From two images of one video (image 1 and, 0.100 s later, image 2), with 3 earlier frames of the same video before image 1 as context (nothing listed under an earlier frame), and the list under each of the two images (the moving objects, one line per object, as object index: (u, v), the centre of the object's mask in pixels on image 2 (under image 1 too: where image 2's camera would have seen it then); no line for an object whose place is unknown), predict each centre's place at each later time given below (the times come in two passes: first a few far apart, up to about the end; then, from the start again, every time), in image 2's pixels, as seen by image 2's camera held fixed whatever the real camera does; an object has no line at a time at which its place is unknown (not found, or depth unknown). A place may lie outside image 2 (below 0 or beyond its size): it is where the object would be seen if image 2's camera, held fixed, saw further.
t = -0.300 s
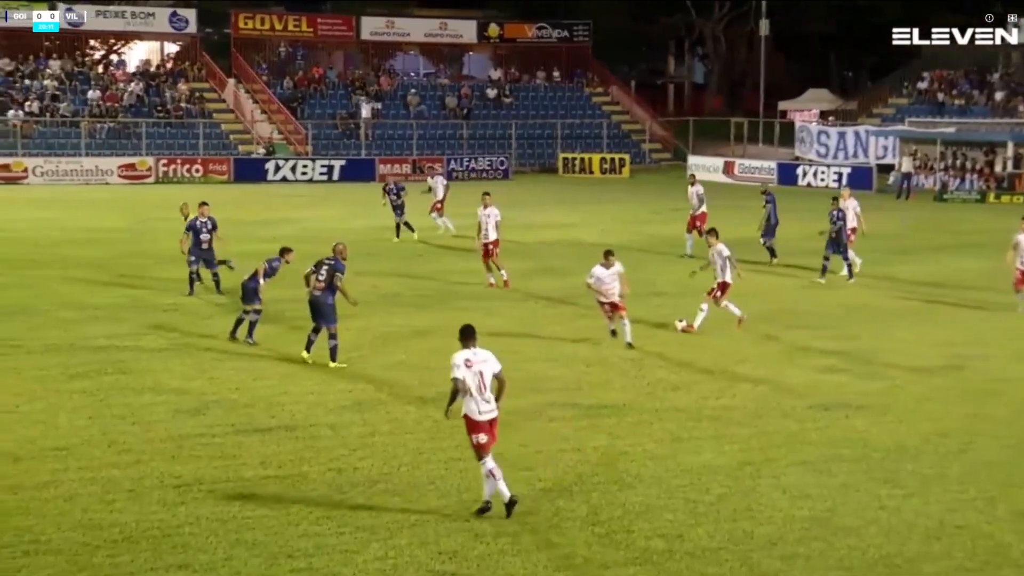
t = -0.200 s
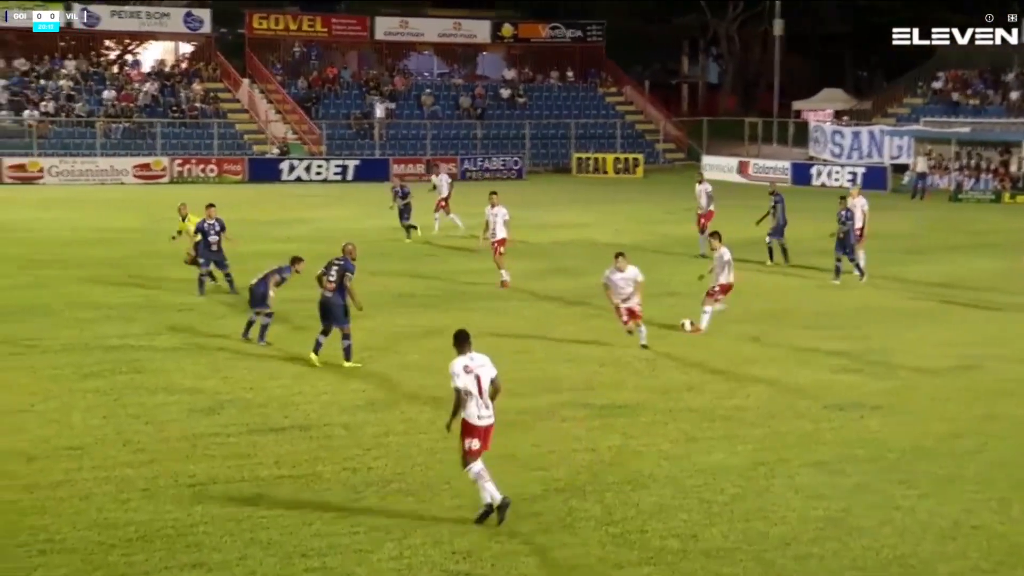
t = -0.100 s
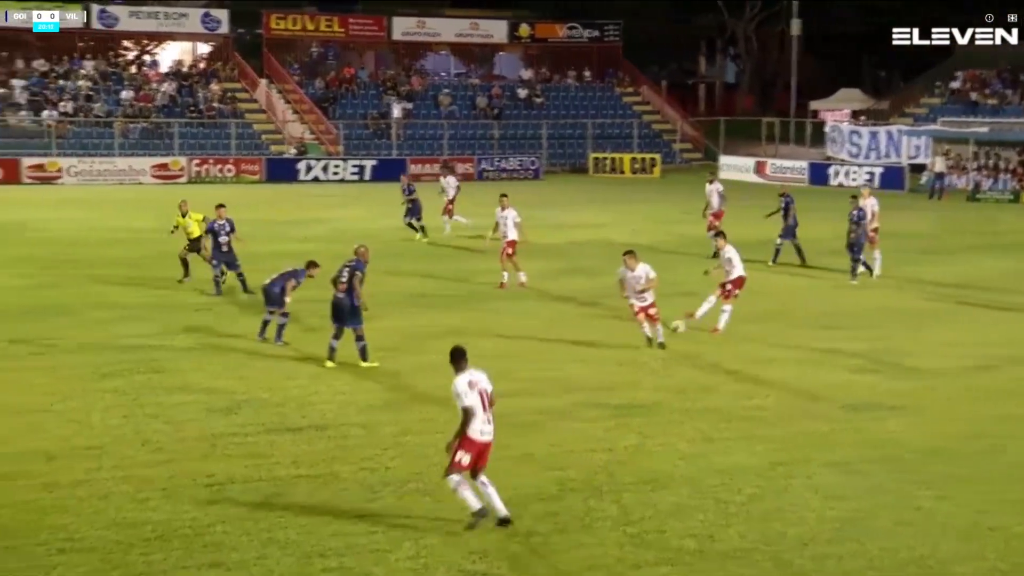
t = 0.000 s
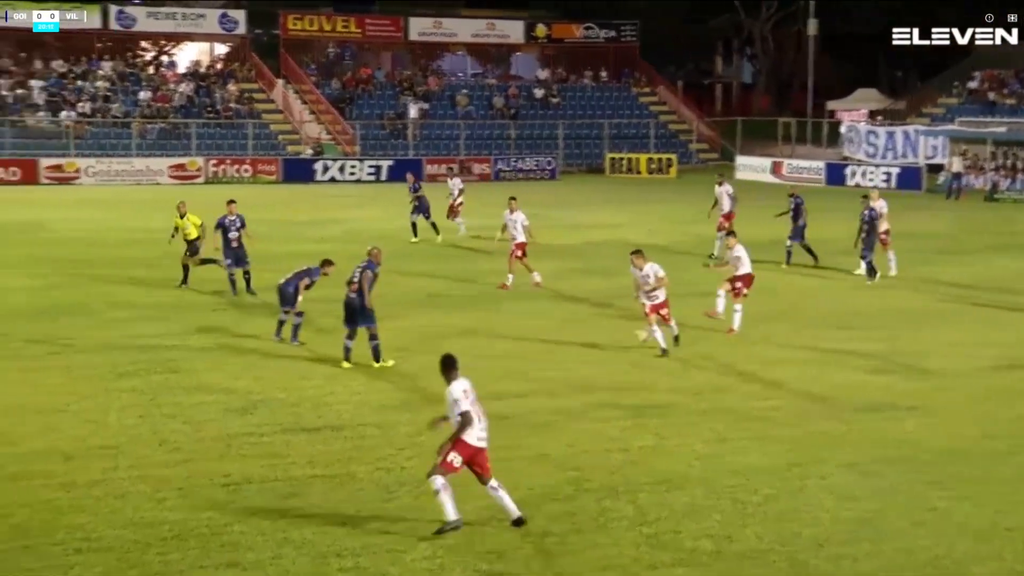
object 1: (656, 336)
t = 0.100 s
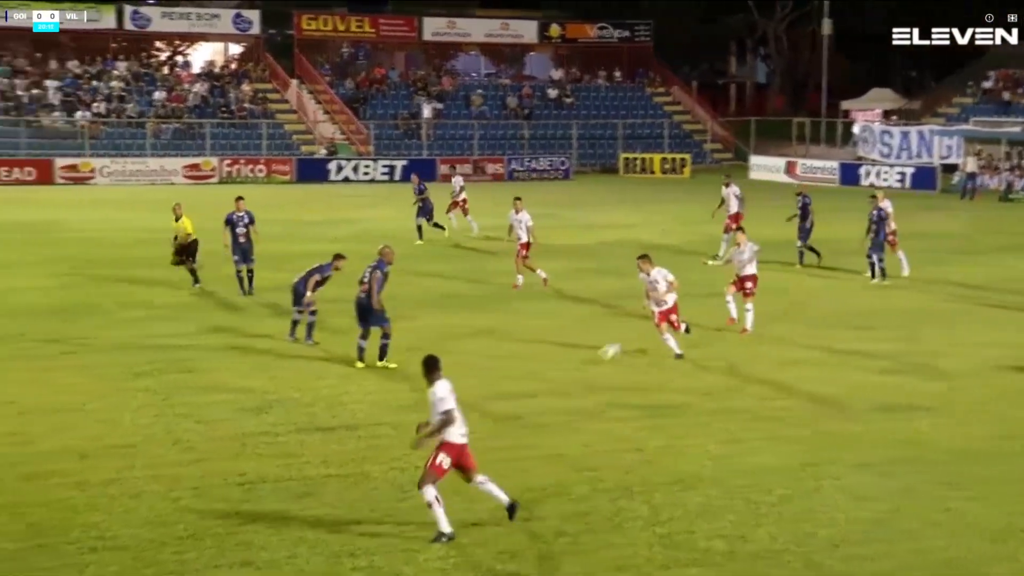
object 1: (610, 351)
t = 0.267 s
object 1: (532, 372)
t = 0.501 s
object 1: (414, 419)
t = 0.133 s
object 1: (595, 358)
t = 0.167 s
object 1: (577, 367)
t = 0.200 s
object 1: (562, 370)
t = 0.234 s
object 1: (546, 371)
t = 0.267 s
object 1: (532, 372)
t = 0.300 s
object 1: (516, 375)
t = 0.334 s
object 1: (499, 380)
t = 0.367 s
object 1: (482, 386)
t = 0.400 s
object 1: (467, 392)
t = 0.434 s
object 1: (449, 401)
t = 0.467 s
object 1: (432, 412)
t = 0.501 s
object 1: (414, 419)
